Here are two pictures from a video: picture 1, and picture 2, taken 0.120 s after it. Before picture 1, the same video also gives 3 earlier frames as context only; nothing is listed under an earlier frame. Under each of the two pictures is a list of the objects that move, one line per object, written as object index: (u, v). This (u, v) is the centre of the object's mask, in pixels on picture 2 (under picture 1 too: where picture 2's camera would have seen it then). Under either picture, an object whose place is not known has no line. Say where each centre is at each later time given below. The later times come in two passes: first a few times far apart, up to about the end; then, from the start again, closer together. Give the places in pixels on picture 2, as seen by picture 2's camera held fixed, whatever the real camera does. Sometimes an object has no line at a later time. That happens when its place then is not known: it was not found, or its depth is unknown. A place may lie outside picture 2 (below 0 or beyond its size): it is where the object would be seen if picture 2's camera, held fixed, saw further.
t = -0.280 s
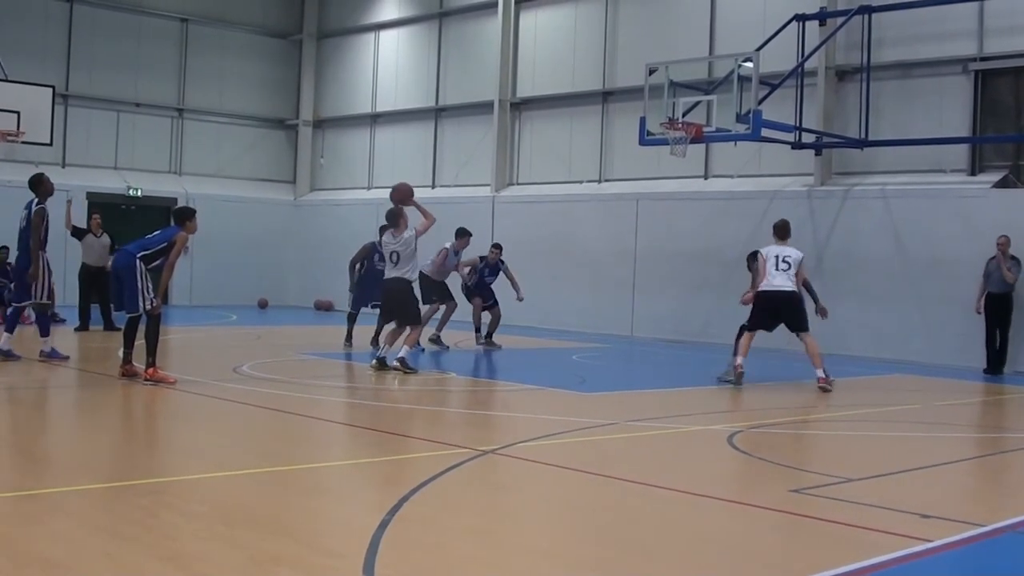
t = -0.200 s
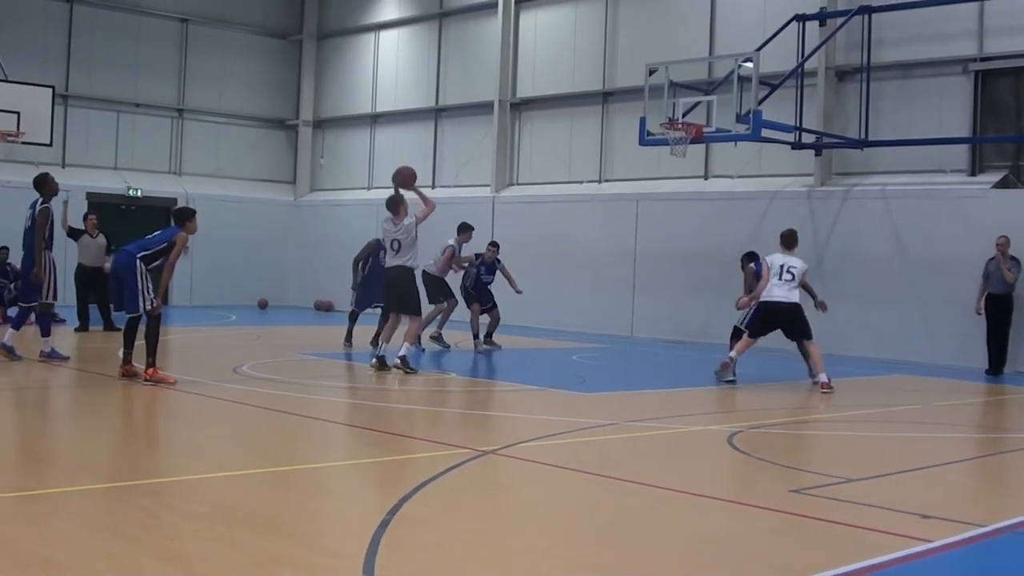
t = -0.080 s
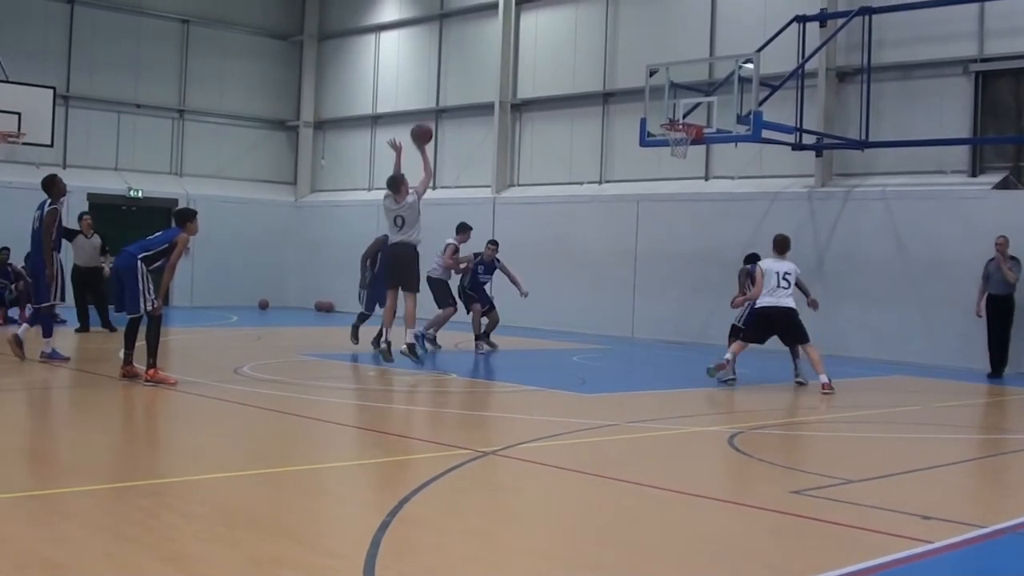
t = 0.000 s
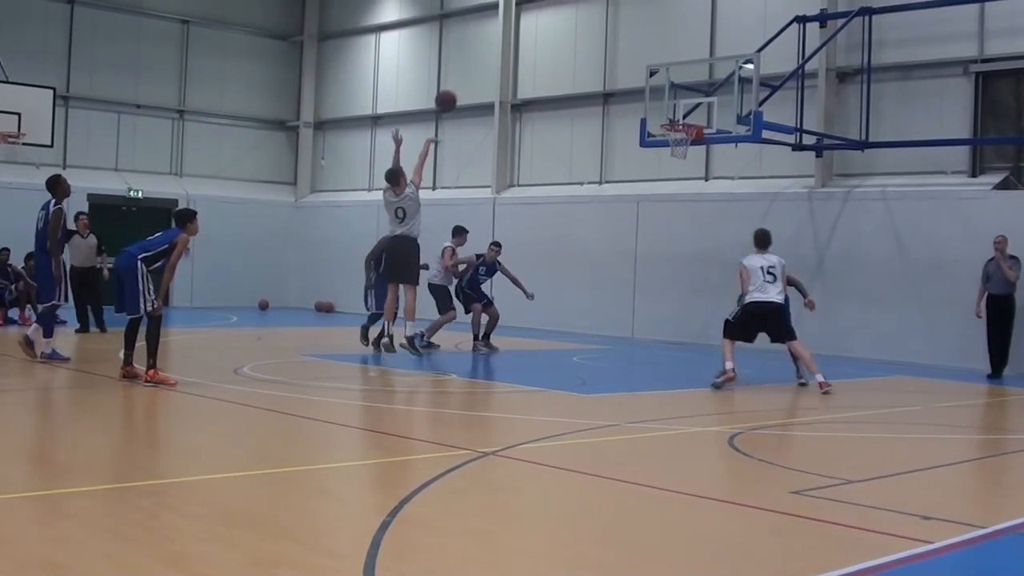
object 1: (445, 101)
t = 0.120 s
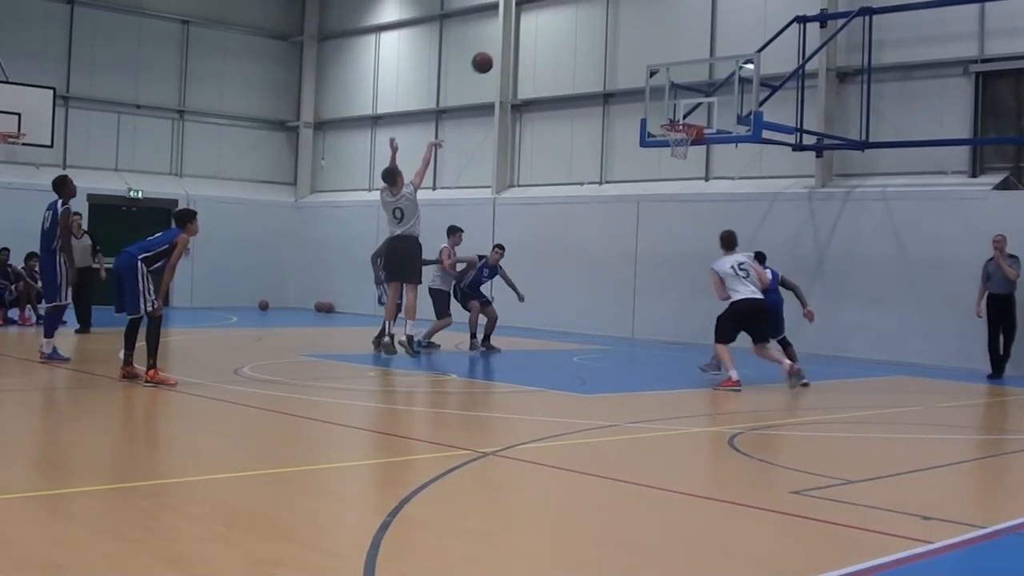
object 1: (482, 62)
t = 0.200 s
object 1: (504, 45)
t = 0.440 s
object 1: (567, 27)
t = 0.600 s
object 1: (604, 41)
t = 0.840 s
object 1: (655, 96)
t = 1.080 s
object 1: (682, 147)
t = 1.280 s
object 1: (677, 186)
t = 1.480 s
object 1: (671, 257)
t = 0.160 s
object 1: (493, 53)
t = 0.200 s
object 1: (504, 45)
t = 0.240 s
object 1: (515, 39)
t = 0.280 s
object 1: (526, 33)
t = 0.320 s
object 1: (537, 30)
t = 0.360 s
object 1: (547, 27)
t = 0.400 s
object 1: (557, 26)
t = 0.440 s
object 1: (567, 27)
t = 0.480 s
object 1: (577, 28)
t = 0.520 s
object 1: (586, 32)
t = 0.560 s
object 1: (596, 35)
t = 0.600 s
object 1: (604, 41)
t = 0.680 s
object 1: (622, 55)
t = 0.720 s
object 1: (631, 64)
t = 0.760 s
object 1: (639, 73)
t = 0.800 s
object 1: (647, 85)
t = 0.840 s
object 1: (655, 96)
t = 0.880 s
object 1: (662, 110)
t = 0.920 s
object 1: (670, 119)
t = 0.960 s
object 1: (677, 128)
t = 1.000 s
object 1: (682, 128)
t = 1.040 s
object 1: (682, 142)
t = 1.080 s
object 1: (682, 147)
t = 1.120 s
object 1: (681, 152)
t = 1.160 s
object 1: (681, 159)
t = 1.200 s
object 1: (680, 167)
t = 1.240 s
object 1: (679, 175)
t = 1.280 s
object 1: (677, 186)
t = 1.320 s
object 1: (676, 198)
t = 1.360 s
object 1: (675, 211)
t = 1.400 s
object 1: (674, 224)
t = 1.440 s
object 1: (673, 240)
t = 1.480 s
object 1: (671, 257)
